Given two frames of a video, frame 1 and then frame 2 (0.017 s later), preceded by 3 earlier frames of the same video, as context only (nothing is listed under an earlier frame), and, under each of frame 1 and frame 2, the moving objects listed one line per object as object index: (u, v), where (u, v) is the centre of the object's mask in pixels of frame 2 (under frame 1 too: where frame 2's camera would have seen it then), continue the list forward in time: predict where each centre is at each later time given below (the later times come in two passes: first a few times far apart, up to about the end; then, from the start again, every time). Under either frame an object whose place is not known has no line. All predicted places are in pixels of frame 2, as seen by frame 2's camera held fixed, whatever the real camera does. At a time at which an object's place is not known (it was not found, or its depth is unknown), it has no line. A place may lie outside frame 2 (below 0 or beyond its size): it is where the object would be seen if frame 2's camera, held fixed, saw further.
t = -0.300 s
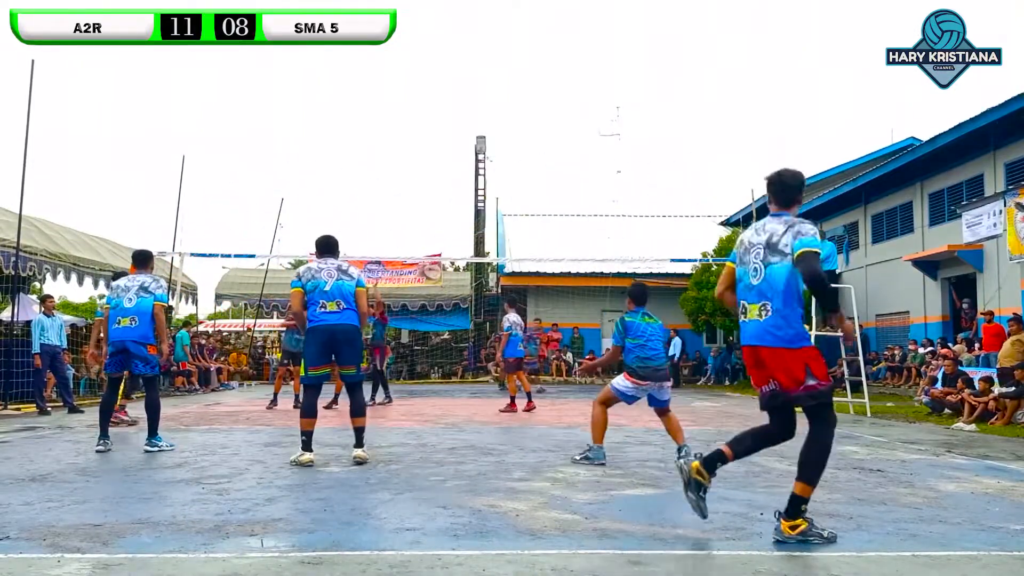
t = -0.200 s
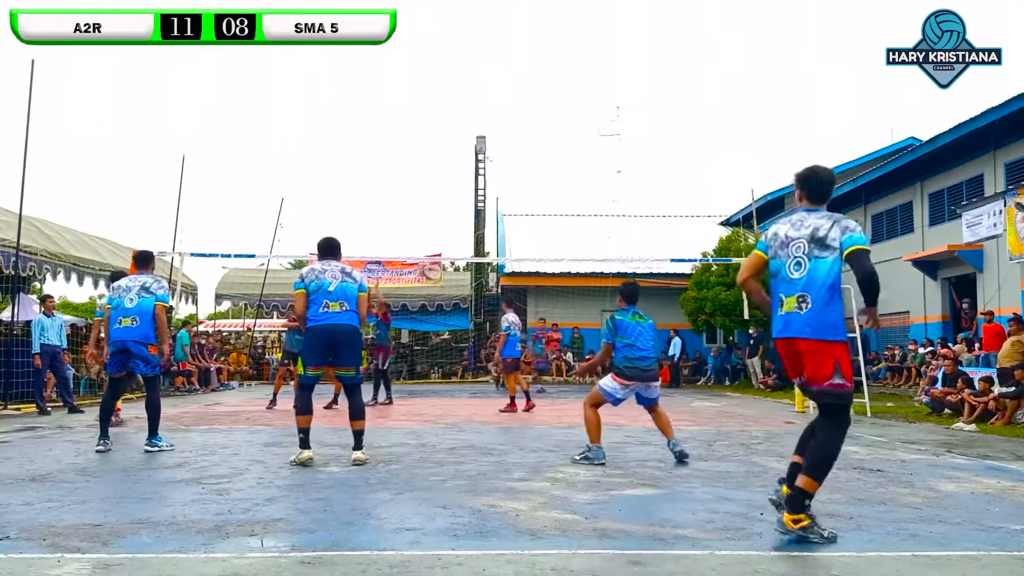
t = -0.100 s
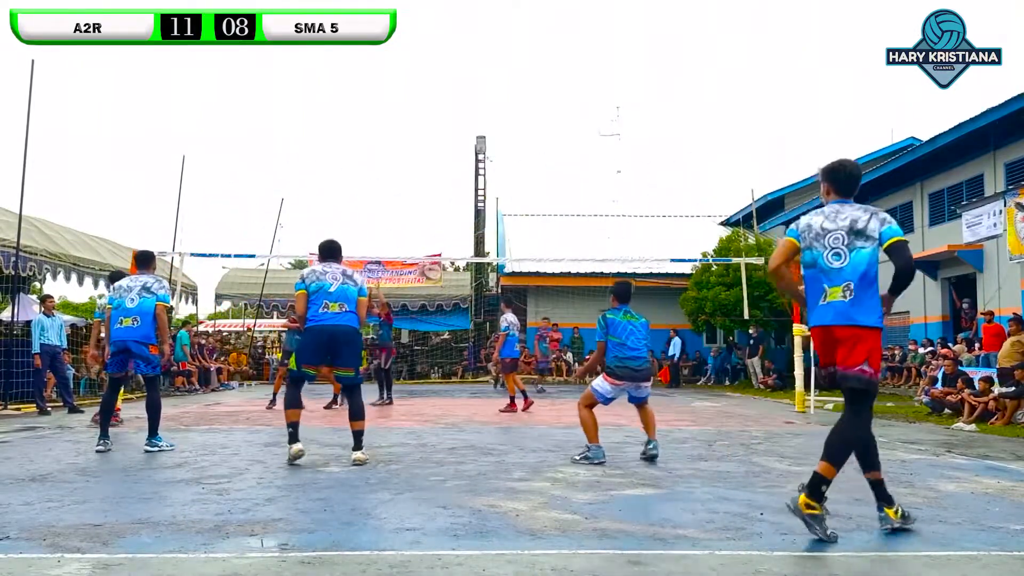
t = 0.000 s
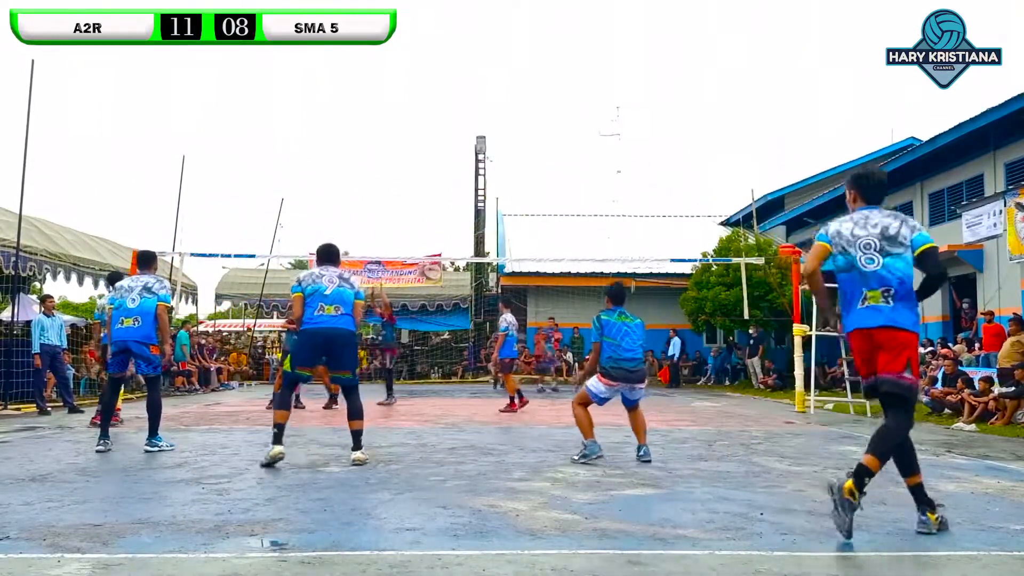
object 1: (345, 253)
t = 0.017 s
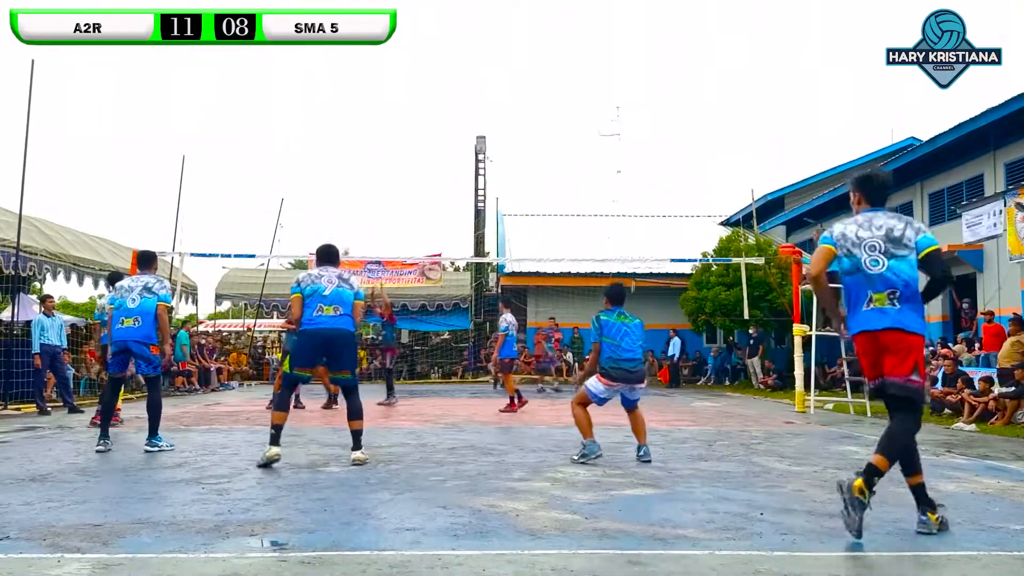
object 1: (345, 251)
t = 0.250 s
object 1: (345, 215)
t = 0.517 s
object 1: (340, 202)
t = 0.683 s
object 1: (333, 225)
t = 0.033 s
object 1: (345, 247)
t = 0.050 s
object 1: (345, 246)
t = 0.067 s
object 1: (345, 243)
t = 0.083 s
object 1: (345, 239)
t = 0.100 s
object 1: (345, 236)
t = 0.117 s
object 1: (345, 234)
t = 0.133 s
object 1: (345, 232)
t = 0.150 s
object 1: (345, 228)
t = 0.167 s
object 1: (345, 225)
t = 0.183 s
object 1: (345, 223)
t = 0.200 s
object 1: (345, 221)
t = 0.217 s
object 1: (345, 219)
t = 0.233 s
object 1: (344, 217)
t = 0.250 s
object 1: (345, 215)
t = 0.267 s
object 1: (345, 213)
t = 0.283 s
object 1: (345, 211)
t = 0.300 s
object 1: (344, 210)
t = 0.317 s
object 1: (344, 208)
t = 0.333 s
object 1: (344, 207)
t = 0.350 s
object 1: (344, 206)
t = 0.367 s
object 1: (344, 205)
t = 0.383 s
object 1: (343, 203)
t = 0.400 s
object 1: (343, 202)
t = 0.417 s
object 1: (342, 202)
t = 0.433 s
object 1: (342, 201)
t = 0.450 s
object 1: (342, 201)
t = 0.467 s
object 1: (341, 201)
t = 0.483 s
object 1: (341, 201)
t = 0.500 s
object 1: (340, 201)
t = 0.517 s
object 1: (340, 202)
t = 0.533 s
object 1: (339, 204)
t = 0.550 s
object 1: (339, 205)
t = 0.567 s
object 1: (339, 206)
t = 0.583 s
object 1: (338, 208)
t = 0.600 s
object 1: (337, 210)
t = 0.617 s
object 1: (336, 212)
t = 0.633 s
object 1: (335, 215)
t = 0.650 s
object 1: (334, 217)
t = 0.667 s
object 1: (334, 221)
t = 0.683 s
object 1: (333, 225)
